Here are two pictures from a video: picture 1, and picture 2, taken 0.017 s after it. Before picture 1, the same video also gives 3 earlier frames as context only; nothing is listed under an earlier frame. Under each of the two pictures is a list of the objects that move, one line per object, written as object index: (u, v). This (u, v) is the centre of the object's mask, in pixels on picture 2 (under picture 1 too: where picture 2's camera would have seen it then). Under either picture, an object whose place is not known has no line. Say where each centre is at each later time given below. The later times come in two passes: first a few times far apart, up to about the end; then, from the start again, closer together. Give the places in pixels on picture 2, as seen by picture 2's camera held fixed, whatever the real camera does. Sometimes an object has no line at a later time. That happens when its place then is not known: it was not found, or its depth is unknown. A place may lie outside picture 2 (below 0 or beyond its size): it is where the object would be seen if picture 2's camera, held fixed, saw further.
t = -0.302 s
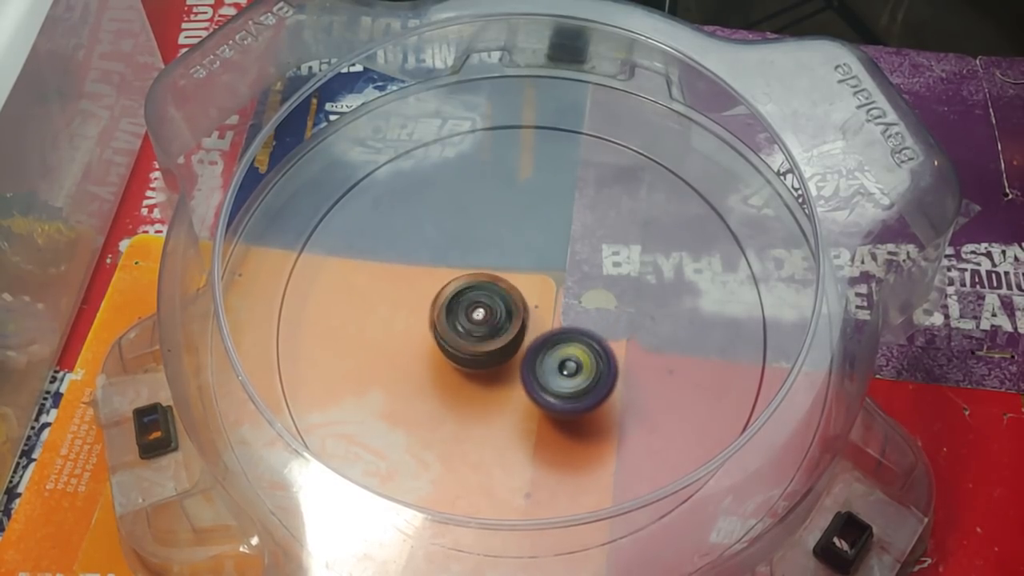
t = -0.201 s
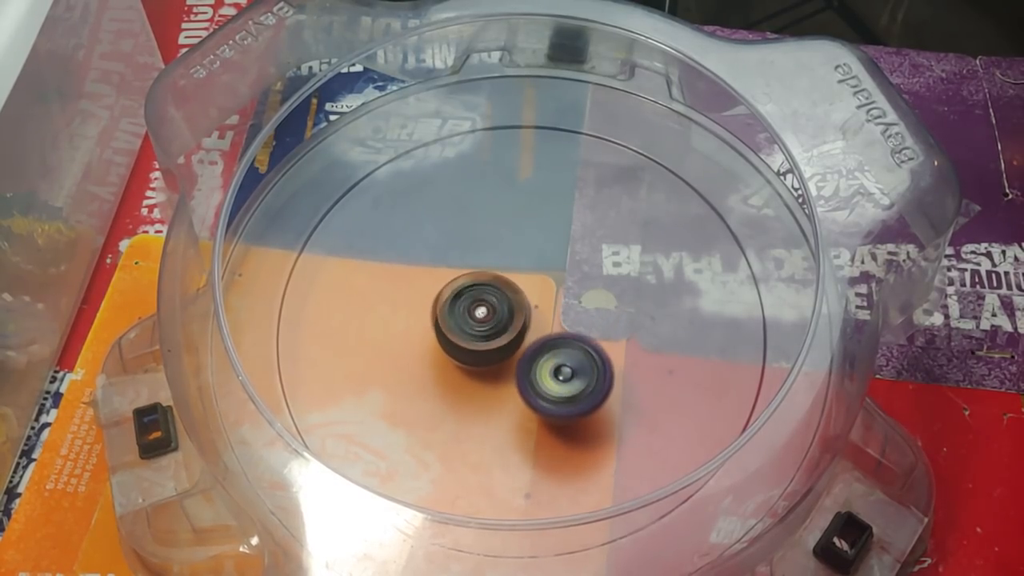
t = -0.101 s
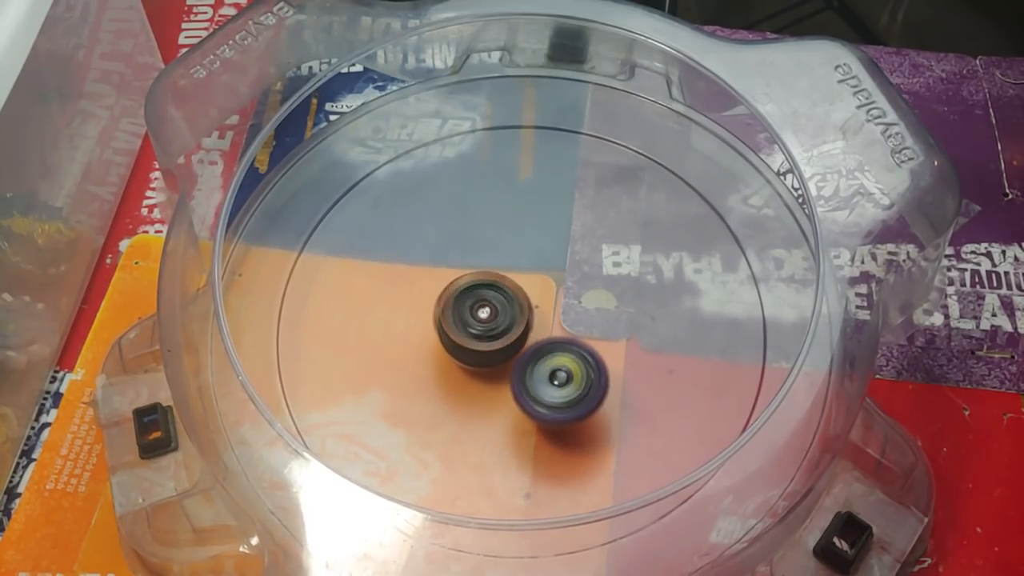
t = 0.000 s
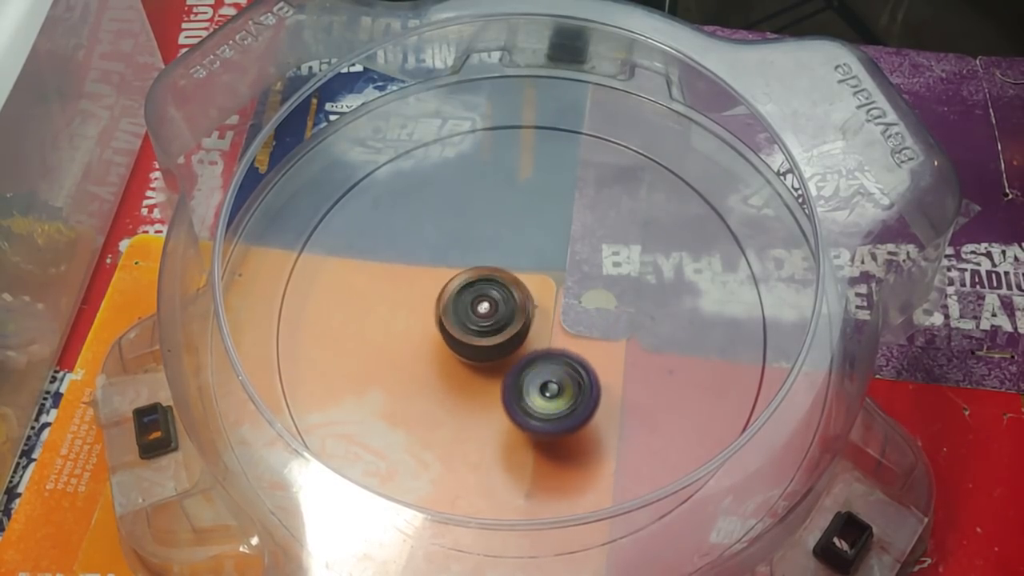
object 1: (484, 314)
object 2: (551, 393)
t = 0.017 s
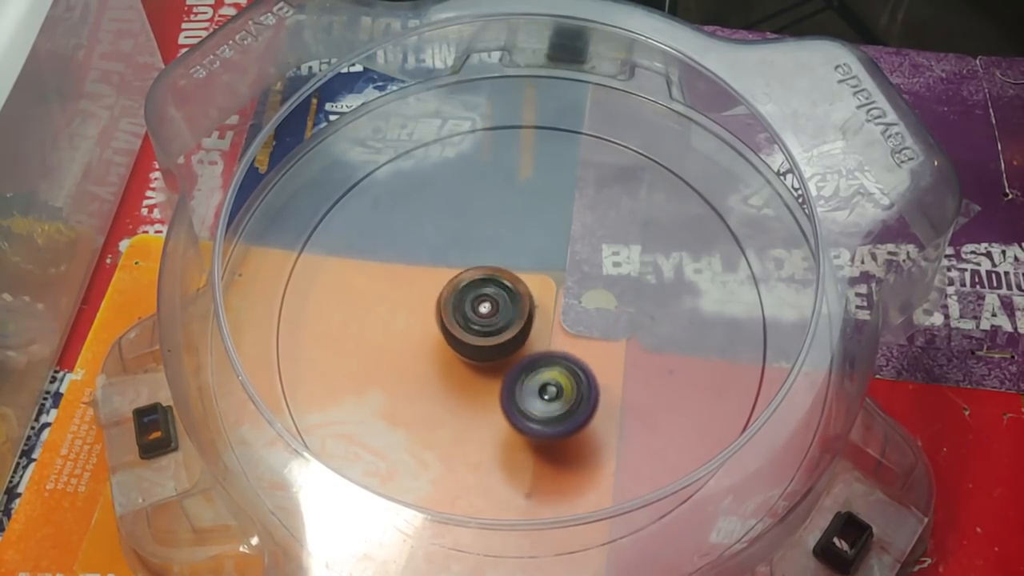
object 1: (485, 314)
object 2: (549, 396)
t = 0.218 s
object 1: (494, 310)
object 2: (523, 396)
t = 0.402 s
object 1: (499, 300)
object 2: (517, 401)
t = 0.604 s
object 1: (506, 293)
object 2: (501, 387)
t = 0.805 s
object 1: (514, 282)
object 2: (471, 391)
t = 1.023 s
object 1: (520, 284)
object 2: (459, 360)
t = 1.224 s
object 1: (535, 292)
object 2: (429, 320)
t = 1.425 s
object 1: (547, 298)
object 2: (419, 298)
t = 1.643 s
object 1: (561, 303)
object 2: (444, 300)
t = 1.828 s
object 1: (589, 308)
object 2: (452, 308)
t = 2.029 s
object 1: (601, 310)
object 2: (433, 343)
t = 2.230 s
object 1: (601, 313)
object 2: (472, 374)
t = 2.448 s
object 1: (601, 312)
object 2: (524, 387)
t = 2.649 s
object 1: (599, 318)
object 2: (528, 388)
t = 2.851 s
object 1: (596, 322)
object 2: (495, 372)
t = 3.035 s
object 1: (592, 329)
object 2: (476, 341)
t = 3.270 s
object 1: (584, 342)
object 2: (472, 306)
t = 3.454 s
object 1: (579, 353)
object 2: (487, 294)
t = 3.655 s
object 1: (578, 365)
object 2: (497, 294)
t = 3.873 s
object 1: (578, 373)
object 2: (500, 304)
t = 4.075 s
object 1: (578, 374)
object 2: (496, 311)
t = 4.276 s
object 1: (573, 371)
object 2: (485, 313)
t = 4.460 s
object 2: (472, 308)
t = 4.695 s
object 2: (471, 308)
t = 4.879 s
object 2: (464, 299)
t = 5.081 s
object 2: (473, 306)
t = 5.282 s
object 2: (481, 299)
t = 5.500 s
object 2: (484, 294)
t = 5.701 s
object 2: (486, 289)
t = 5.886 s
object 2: (490, 287)
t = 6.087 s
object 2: (506, 282)
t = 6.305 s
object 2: (531, 278)
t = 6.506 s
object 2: (555, 282)
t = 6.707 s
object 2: (584, 283)
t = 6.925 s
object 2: (596, 312)
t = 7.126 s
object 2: (601, 325)
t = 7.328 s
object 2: (593, 330)
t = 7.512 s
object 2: (582, 328)
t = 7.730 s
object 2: (571, 323)
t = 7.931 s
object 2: (569, 314)
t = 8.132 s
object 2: (564, 312)
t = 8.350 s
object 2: (563, 316)
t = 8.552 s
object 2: (574, 316)
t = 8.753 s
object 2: (574, 325)
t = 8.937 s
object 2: (569, 335)
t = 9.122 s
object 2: (574, 333)
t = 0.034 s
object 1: (486, 313)
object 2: (548, 397)
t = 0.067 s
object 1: (487, 312)
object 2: (544, 400)
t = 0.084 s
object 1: (487, 312)
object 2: (543, 401)
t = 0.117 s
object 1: (489, 312)
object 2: (538, 401)
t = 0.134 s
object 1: (490, 311)
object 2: (537, 402)
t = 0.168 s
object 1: (492, 311)
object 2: (530, 400)
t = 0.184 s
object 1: (493, 310)
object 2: (529, 399)
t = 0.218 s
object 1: (494, 310)
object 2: (523, 396)
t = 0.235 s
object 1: (494, 307)
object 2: (522, 398)
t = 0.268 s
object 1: (494, 302)
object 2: (521, 402)
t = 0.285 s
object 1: (494, 302)
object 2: (521, 405)
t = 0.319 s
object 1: (496, 302)
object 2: (521, 406)
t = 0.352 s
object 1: (498, 301)
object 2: (520, 406)
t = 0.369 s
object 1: (499, 300)
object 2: (520, 403)
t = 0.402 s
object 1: (499, 300)
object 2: (517, 401)
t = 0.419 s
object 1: (500, 300)
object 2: (517, 397)
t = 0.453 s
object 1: (501, 300)
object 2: (513, 393)
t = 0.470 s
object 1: (502, 299)
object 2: (513, 390)
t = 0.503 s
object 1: (503, 295)
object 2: (509, 389)
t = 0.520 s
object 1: (503, 293)
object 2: (507, 389)
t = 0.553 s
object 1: (503, 292)
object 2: (505, 390)
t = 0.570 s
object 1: (504, 292)
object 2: (504, 388)
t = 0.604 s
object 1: (506, 293)
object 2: (501, 387)
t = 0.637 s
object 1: (508, 292)
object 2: (497, 383)
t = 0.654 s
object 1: (508, 291)
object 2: (496, 381)
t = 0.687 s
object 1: (508, 286)
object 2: (489, 382)
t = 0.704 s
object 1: (509, 283)
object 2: (485, 386)
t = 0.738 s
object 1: (509, 282)
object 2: (479, 389)
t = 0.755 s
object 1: (509, 283)
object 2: (477, 391)
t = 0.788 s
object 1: (513, 283)
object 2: (473, 391)
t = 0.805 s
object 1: (514, 282)
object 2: (471, 391)
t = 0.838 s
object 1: (515, 281)
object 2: (468, 389)
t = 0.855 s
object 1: (515, 281)
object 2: (467, 389)
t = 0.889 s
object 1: (515, 281)
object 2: (464, 384)
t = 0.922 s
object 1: (517, 282)
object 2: (462, 379)
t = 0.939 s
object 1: (518, 282)
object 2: (460, 377)
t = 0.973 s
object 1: (519, 282)
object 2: (460, 370)
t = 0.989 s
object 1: (519, 283)
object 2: (458, 367)
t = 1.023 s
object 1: (520, 284)
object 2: (459, 360)
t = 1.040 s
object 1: (520, 285)
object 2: (457, 357)
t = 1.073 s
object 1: (525, 286)
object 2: (456, 349)
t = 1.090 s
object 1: (527, 286)
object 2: (451, 345)
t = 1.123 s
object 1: (529, 288)
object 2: (446, 339)
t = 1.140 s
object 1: (530, 288)
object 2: (442, 336)
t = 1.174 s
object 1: (530, 289)
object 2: (437, 330)
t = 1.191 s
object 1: (532, 290)
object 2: (434, 328)
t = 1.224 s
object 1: (535, 292)
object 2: (429, 320)
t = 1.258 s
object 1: (537, 292)
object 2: (426, 315)
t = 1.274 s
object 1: (537, 293)
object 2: (423, 313)
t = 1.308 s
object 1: (539, 295)
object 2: (421, 308)
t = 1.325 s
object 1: (540, 295)
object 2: (420, 307)
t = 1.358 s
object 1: (543, 295)
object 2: (418, 302)
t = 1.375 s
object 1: (544, 295)
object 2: (418, 301)
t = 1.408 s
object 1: (546, 297)
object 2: (417, 298)
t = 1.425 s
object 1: (547, 298)
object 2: (419, 298)
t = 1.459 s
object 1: (550, 299)
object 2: (419, 296)
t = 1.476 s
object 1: (552, 299)
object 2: (421, 295)
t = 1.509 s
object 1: (553, 300)
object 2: (423, 296)
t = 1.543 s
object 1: (555, 301)
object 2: (426, 295)
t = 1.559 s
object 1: (556, 302)
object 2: (430, 296)
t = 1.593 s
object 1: (560, 302)
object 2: (434, 297)
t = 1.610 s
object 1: (560, 301)
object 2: (438, 298)
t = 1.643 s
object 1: (561, 303)
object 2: (444, 300)
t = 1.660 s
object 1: (562, 304)
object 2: (448, 300)
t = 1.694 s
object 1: (564, 305)
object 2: (455, 302)
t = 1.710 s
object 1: (566, 305)
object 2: (458, 302)
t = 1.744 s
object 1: (567, 304)
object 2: (467, 304)
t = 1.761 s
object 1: (567, 305)
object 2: (469, 305)
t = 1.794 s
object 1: (581, 307)
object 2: (461, 305)
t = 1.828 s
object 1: (589, 308)
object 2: (452, 308)
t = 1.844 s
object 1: (591, 308)
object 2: (446, 310)
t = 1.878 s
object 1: (593, 309)
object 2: (441, 314)
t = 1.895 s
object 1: (594, 309)
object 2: (438, 317)
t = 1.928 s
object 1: (597, 310)
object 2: (434, 322)
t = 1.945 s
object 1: (599, 310)
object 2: (432, 327)
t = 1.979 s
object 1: (600, 310)
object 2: (432, 333)
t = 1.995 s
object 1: (600, 310)
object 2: (431, 337)
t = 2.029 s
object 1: (601, 310)
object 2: (433, 343)
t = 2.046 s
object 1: (601, 310)
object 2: (434, 347)
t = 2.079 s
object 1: (601, 311)
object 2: (437, 353)
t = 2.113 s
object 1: (602, 311)
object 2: (443, 358)
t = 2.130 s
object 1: (601, 312)
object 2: (447, 362)
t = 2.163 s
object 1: (601, 312)
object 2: (453, 367)
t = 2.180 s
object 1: (601, 312)
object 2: (459, 369)
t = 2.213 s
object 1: (600, 313)
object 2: (467, 374)
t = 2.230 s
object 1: (601, 313)
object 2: (472, 374)
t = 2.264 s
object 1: (600, 314)
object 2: (483, 377)
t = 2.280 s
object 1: (599, 314)
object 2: (487, 377)
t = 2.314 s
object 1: (598, 315)
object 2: (499, 377)
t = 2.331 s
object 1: (597, 316)
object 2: (504, 379)
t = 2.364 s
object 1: (596, 317)
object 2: (514, 379)
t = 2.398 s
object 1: (597, 316)
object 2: (524, 377)
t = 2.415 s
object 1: (599, 314)
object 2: (525, 381)
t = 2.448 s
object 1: (601, 312)
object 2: (524, 387)
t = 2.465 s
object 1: (599, 311)
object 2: (525, 387)
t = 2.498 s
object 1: (596, 314)
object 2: (527, 391)
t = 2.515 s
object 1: (597, 316)
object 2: (527, 391)
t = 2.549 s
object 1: (597, 317)
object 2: (530, 392)
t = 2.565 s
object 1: (597, 317)
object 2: (530, 393)
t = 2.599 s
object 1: (595, 318)
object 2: (532, 390)
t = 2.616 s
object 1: (595, 318)
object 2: (534, 389)
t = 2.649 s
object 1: (599, 318)
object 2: (528, 388)
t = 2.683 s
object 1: (601, 316)
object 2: (520, 388)
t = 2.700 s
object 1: (600, 316)
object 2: (517, 386)
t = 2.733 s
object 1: (598, 317)
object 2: (511, 385)
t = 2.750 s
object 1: (598, 318)
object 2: (507, 384)
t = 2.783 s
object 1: (598, 320)
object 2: (502, 381)
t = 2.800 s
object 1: (598, 320)
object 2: (501, 380)
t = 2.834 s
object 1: (597, 321)
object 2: (497, 376)
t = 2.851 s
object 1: (596, 322)
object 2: (495, 372)
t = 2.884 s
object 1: (596, 323)
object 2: (491, 367)
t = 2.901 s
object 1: (595, 324)
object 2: (488, 366)
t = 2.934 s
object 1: (595, 325)
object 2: (485, 360)
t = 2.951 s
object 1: (594, 326)
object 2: (485, 357)
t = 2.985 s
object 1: (593, 327)
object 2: (482, 351)
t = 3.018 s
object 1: (592, 328)
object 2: (479, 345)
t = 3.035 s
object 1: (592, 329)
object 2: (476, 341)
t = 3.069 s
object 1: (591, 331)
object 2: (474, 335)
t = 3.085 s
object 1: (591, 331)
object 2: (473, 333)
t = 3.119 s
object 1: (589, 333)
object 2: (471, 327)
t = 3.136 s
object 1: (589, 334)
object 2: (471, 324)
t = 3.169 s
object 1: (588, 336)
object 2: (471, 319)
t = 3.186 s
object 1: (587, 337)
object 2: (469, 316)
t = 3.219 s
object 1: (586, 338)
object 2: (469, 312)
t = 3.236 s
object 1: (585, 340)
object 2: (471, 310)
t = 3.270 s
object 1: (584, 342)
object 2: (472, 306)
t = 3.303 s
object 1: (583, 344)
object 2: (474, 303)
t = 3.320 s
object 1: (583, 345)
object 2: (475, 300)
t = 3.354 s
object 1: (582, 347)
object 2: (477, 298)
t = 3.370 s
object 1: (581, 348)
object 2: (477, 297)
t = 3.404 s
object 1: (580, 351)
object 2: (480, 295)
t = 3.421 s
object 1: (579, 351)
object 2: (484, 294)
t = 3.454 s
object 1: (579, 353)
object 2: (487, 294)
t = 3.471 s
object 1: (578, 354)
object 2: (488, 293)
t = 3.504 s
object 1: (577, 356)
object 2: (493, 293)
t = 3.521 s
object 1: (577, 357)
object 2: (496, 295)
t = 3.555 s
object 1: (577, 359)
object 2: (499, 295)
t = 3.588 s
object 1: (581, 362)
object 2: (497, 293)
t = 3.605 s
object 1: (580, 362)
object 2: (498, 293)
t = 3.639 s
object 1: (578, 364)
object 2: (498, 294)
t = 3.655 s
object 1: (578, 365)
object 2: (497, 294)
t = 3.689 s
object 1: (579, 367)
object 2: (498, 296)
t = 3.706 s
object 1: (579, 367)
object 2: (500, 298)
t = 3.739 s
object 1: (578, 368)
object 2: (503, 303)
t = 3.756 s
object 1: (578, 370)
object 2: (504, 304)
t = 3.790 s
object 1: (582, 372)
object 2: (503, 303)
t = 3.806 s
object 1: (581, 372)
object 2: (501, 302)
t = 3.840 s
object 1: (579, 372)
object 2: (501, 302)
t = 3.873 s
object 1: (578, 373)
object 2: (500, 304)
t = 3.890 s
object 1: (578, 374)
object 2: (500, 306)
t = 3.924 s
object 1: (578, 373)
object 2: (501, 309)
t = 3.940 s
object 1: (578, 374)
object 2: (502, 309)
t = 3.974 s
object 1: (581, 375)
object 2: (500, 308)
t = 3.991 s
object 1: (581, 375)
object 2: (498, 309)
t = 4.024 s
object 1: (579, 374)
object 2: (496, 309)
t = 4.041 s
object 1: (578, 374)
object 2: (497, 309)
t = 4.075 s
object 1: (578, 374)
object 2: (496, 311)
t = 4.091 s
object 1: (578, 374)
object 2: (495, 312)
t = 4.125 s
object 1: (577, 373)
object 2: (495, 314)
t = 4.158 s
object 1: (578, 373)
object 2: (492, 314)
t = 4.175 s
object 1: (577, 372)
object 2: (492, 314)
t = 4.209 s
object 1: (573, 370)
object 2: (490, 314)
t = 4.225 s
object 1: (572, 370)
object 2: (487, 314)
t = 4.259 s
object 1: (572, 371)
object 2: (485, 314)
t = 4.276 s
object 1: (573, 371)
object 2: (485, 313)
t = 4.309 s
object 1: (571, 368)
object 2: (483, 312)
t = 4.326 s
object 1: (570, 367)
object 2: (481, 311)
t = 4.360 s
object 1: (566, 369)
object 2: (480, 311)
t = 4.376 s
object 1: (565, 369)
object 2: (481, 312)
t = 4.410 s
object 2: (481, 312)
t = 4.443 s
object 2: (475, 309)
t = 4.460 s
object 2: (472, 308)
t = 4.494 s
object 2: (468, 306)
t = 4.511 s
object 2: (467, 305)
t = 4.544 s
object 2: (466, 304)
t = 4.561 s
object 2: (464, 304)
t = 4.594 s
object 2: (465, 305)
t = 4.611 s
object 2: (466, 305)
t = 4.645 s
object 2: (468, 305)
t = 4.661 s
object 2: (468, 307)
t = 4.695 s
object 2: (471, 308)
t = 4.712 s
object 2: (474, 307)
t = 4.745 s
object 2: (474, 306)
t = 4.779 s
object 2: (474, 306)
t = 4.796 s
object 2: (473, 305)
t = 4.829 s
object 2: (468, 302)
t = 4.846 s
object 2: (466, 300)
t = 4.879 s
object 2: (464, 299)
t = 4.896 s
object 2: (463, 300)
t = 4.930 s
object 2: (463, 300)
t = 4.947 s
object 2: (463, 299)
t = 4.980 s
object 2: (465, 301)
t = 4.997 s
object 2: (466, 303)
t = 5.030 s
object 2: (469, 305)
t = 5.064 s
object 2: (473, 306)
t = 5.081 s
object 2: (473, 306)
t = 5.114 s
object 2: (475, 305)
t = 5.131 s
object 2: (476, 304)
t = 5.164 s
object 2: (477, 302)
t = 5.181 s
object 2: (478, 301)
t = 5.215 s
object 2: (478, 300)
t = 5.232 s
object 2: (478, 299)
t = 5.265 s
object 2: (479, 299)
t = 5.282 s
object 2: (481, 299)
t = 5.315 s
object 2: (482, 298)
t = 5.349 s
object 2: (483, 298)
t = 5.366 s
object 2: (482, 298)
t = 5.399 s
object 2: (484, 298)
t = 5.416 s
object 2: (484, 297)
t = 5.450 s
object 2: (485, 297)
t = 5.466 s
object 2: (486, 296)
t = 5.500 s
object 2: (484, 294)
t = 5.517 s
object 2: (483, 292)
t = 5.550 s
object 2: (481, 290)
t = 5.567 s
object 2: (482, 291)
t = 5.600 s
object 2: (482, 291)
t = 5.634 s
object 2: (484, 292)
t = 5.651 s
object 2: (485, 294)
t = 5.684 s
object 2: (486, 292)
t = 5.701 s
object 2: (486, 289)
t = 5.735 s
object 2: (484, 286)
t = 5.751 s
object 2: (484, 286)
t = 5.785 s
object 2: (484, 285)
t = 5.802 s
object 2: (484, 285)
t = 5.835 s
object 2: (486, 286)
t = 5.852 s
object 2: (487, 286)
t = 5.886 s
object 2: (490, 287)
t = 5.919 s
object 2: (492, 286)
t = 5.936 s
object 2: (494, 283)
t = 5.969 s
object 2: (494, 281)
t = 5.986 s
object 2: (496, 281)
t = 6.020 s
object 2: (499, 280)
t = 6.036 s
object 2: (500, 281)
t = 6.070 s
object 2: (504, 282)
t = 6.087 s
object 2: (506, 282)
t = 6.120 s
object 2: (509, 277)
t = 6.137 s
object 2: (512, 276)
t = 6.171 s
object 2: (514, 273)
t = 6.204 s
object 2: (516, 273)
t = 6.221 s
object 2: (520, 274)
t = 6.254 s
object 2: (524, 275)
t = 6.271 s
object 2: (525, 277)
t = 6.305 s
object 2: (531, 278)
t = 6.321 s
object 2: (533, 276)
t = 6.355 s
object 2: (537, 274)
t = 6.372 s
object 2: (539, 272)
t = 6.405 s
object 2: (542, 272)
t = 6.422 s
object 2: (545, 274)
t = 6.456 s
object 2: (549, 276)
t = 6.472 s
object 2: (550, 279)
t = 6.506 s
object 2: (555, 282)
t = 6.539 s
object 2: (561, 283)
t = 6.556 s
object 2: (562, 284)
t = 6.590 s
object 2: (566, 287)
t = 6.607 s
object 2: (568, 287)
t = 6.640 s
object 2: (574, 286)
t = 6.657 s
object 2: (578, 283)
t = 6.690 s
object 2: (581, 282)
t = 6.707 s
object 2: (584, 283)
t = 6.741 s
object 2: (586, 284)
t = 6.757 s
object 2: (586, 287)
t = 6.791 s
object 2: (589, 290)
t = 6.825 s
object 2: (592, 295)
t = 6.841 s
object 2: (592, 298)
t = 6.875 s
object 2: (595, 304)
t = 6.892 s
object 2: (595, 306)
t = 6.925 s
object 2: (596, 312)
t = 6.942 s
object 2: (599, 313)
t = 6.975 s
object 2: (600, 316)
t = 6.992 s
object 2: (602, 318)
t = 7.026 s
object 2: (603, 319)
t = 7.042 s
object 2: (603, 321)
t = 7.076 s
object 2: (604, 322)
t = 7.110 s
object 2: (602, 323)
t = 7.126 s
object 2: (601, 325)
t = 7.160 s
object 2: (603, 326)
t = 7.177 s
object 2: (601, 325)
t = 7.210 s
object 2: (601, 326)
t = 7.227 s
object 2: (600, 326)
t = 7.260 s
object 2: (596, 327)
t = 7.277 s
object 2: (594, 329)
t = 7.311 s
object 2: (594, 330)
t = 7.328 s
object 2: (593, 330)
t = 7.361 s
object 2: (590, 330)
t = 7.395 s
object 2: (588, 331)
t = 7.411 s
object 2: (587, 330)
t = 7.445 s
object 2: (586, 329)
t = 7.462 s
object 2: (585, 329)
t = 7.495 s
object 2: (582, 329)
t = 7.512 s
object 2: (582, 328)
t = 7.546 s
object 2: (579, 328)
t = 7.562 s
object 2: (579, 327)
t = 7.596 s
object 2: (578, 326)
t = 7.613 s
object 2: (577, 326)
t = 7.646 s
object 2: (575, 325)
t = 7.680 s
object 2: (573, 324)
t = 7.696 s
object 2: (572, 324)
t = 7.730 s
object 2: (571, 323)
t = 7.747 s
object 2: (570, 322)
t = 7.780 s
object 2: (570, 322)
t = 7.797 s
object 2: (568, 321)
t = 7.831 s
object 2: (567, 321)
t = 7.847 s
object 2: (567, 320)
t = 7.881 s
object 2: (565, 321)
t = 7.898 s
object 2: (568, 319)
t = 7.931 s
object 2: (569, 314)
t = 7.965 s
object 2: (569, 313)
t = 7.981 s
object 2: (570, 312)
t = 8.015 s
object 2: (569, 311)
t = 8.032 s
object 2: (569, 311)
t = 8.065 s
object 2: (567, 310)
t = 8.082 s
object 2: (567, 311)
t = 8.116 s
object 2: (566, 311)
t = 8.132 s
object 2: (564, 312)
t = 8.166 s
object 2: (563, 314)
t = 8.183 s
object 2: (561, 314)
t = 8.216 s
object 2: (560, 317)
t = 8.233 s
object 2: (559, 317)
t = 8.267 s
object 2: (562, 317)
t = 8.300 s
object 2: (563, 316)
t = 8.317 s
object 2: (563, 315)
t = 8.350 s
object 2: (563, 316)
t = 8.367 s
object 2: (562, 316)
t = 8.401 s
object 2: (561, 318)
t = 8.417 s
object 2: (561, 318)
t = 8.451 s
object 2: (561, 320)
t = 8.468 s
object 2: (565, 319)
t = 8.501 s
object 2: (570, 317)
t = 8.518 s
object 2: (572, 316)
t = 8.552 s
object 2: (574, 316)
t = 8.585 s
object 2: (576, 316)
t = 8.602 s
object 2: (576, 317)
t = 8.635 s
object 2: (576, 318)
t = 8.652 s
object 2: (576, 319)
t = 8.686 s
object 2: (575, 322)
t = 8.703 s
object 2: (576, 322)
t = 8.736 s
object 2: (574, 325)
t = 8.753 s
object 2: (574, 325)
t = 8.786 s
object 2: (572, 328)
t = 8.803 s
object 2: (572, 330)
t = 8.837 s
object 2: (569, 331)
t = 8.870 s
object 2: (566, 334)
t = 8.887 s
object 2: (565, 334)
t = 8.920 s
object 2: (565, 335)
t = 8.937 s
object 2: (569, 335)
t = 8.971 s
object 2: (574, 335)
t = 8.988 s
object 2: (576, 334)
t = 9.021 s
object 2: (577, 333)
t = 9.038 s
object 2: (577, 333)
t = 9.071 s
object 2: (577, 332)
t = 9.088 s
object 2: (576, 332)
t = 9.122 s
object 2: (574, 333)
